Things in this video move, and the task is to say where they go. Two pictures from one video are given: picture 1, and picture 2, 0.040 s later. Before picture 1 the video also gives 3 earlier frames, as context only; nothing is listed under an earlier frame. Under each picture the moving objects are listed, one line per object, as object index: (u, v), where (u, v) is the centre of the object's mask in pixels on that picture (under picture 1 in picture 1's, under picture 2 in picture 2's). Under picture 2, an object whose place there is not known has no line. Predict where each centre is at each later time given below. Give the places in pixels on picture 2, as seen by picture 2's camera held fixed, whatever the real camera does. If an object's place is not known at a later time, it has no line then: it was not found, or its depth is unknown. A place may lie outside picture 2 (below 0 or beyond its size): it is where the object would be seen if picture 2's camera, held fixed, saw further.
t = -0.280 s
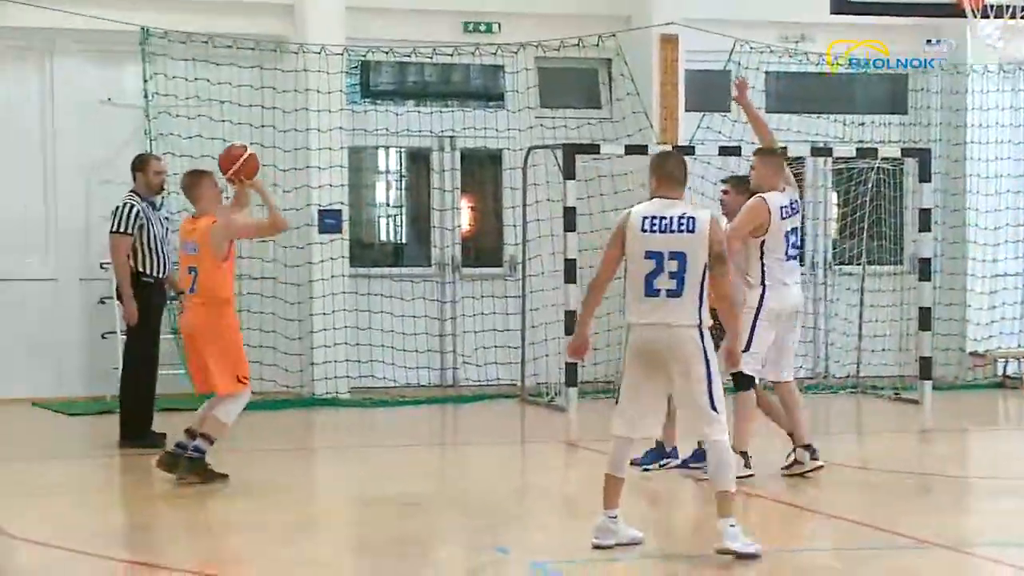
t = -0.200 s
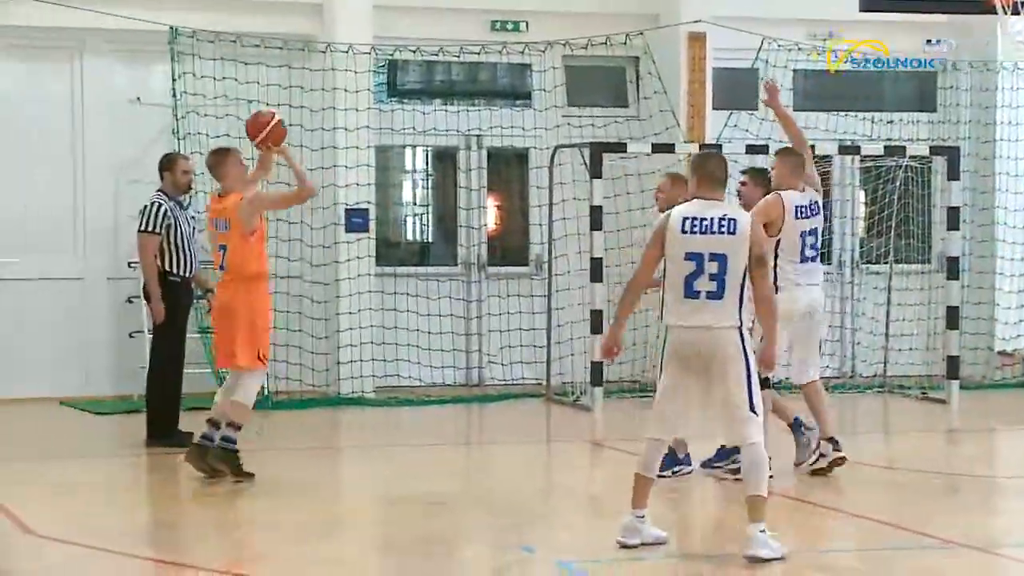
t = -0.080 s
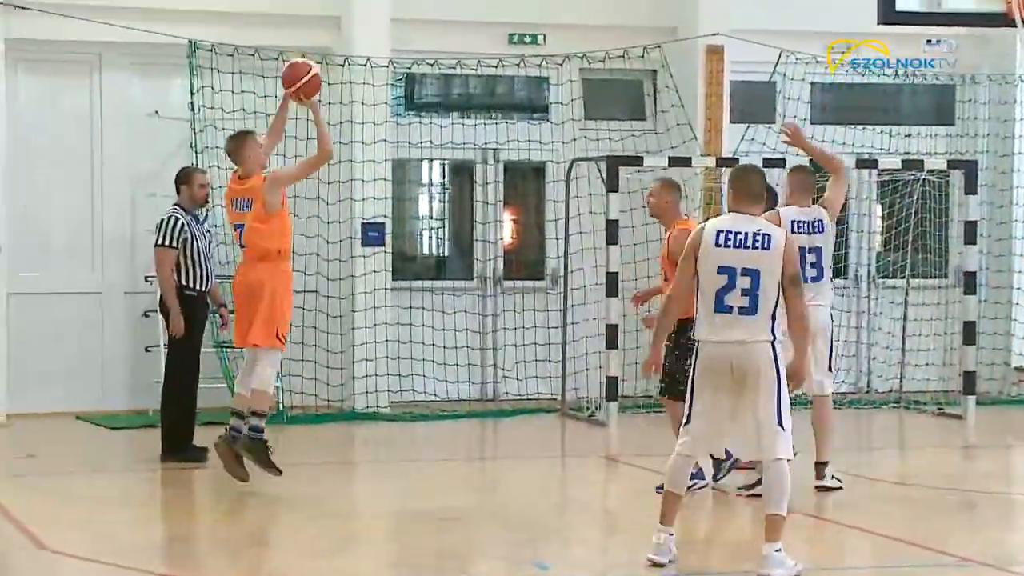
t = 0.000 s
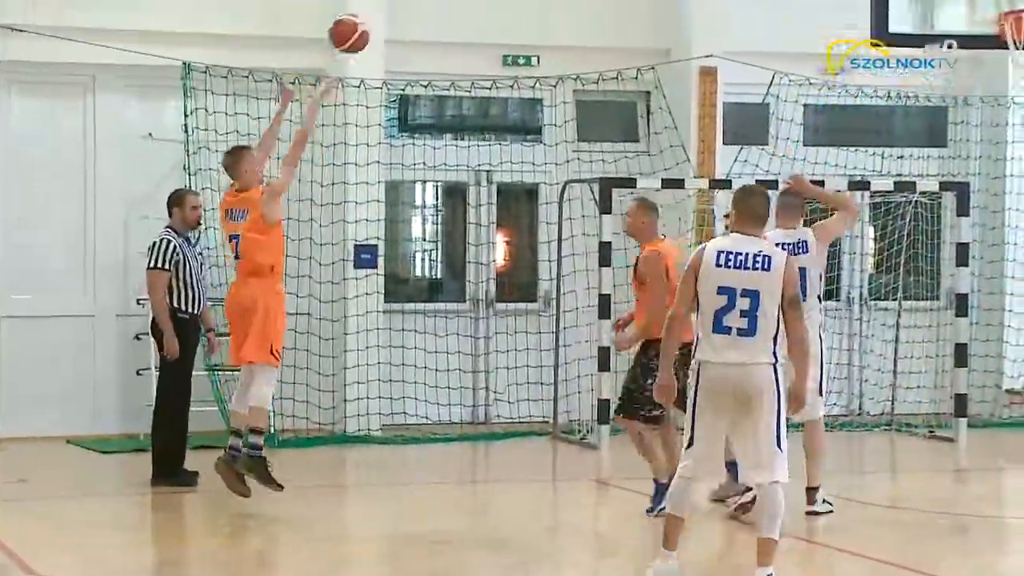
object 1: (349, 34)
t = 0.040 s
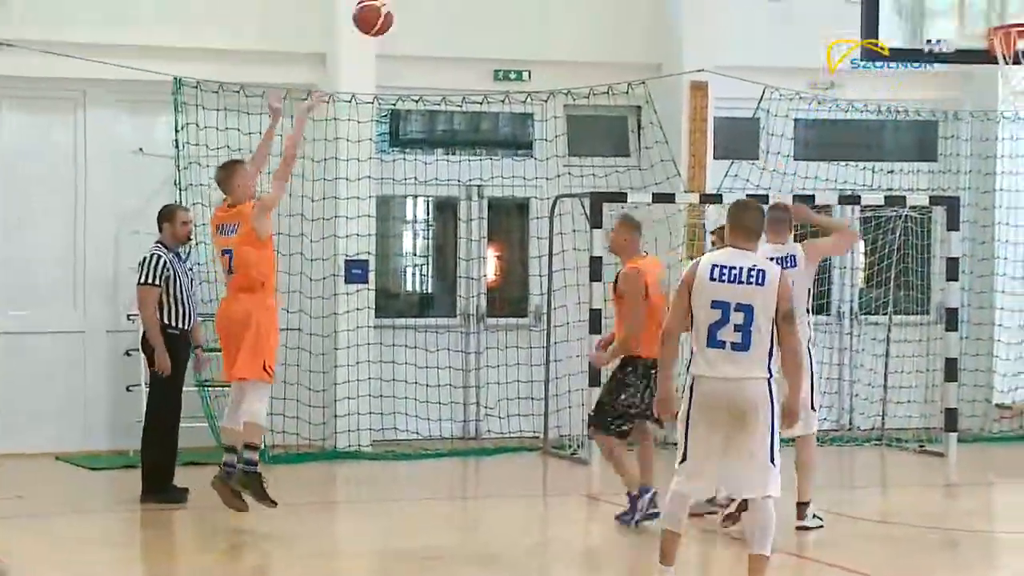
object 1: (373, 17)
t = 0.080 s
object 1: (405, -6)
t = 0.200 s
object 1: (500, -74)
